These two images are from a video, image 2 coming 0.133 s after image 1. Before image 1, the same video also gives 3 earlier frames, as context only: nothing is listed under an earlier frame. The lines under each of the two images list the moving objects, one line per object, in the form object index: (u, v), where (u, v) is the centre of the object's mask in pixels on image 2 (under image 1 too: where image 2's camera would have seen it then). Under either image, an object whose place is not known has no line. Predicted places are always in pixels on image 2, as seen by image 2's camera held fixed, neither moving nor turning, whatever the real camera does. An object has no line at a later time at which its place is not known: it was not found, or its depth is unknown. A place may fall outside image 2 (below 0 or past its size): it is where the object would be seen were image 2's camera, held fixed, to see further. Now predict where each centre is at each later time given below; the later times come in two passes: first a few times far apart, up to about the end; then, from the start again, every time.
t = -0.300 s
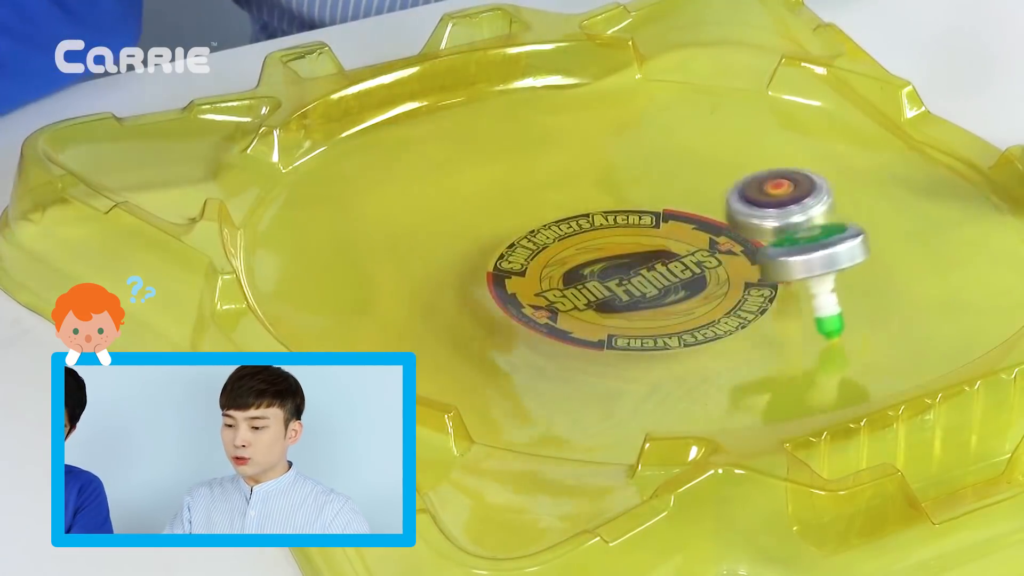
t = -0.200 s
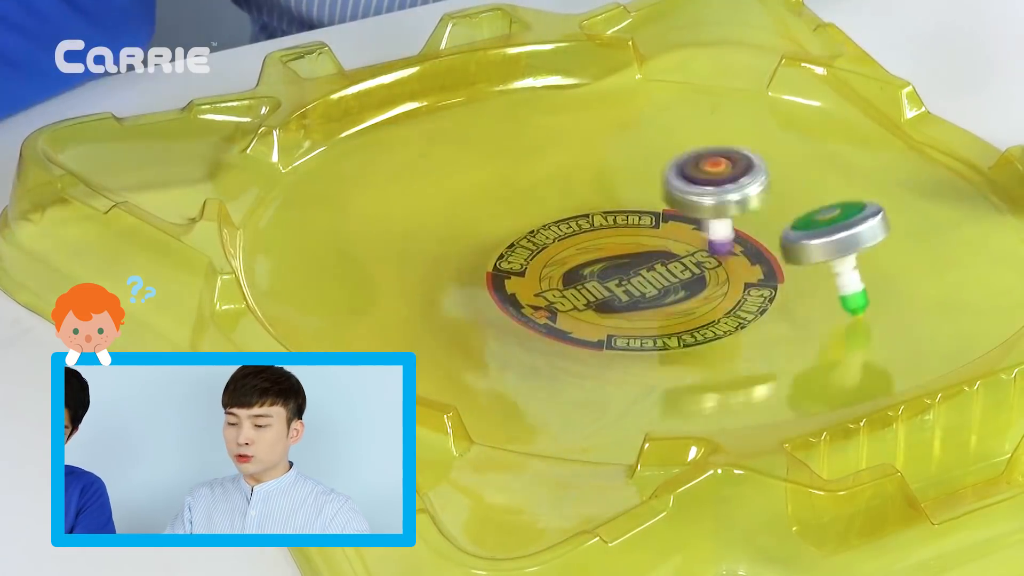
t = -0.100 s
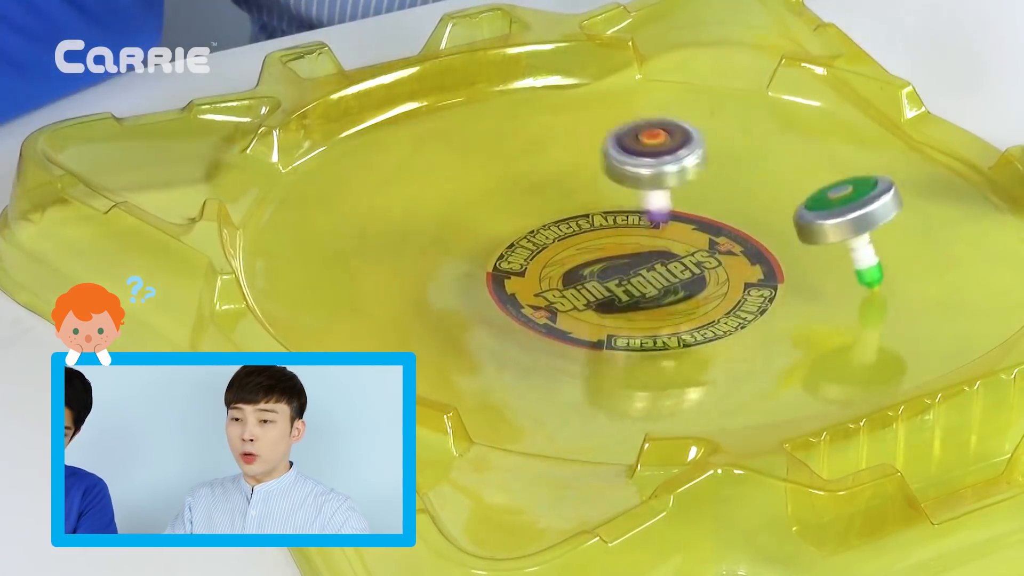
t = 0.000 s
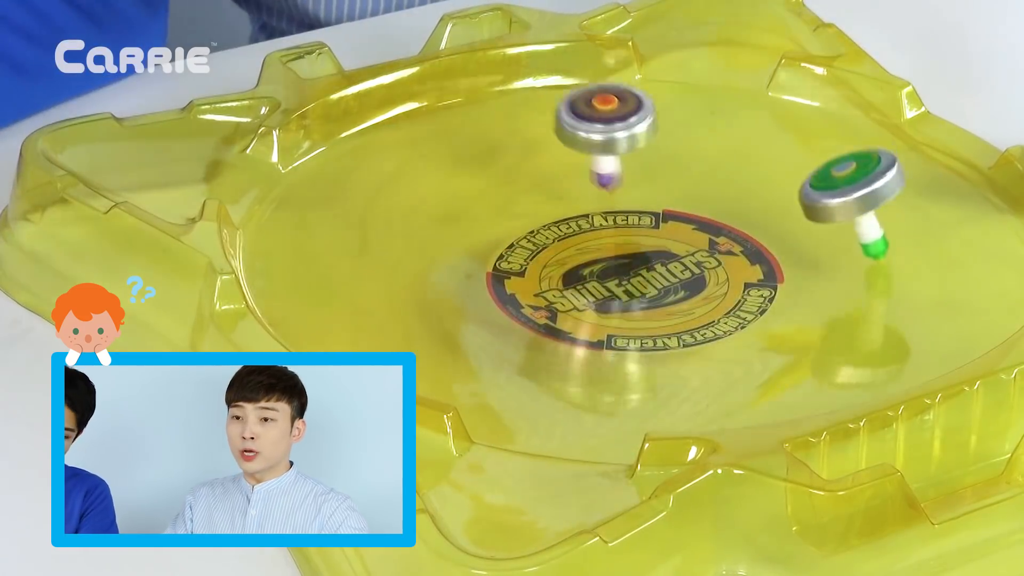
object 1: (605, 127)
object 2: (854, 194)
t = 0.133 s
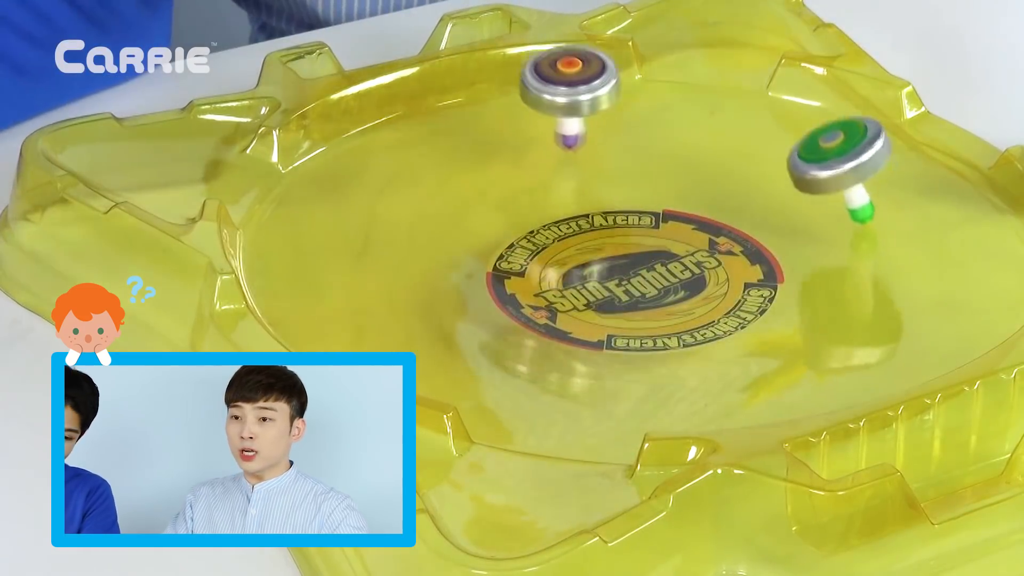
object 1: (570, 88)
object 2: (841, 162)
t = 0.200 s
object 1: (558, 78)
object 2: (827, 146)
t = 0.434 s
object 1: (532, 71)
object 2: (739, 100)
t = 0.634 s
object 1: (528, 98)
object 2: (643, 72)
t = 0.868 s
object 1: (558, 183)
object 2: (520, 64)
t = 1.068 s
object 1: (528, 267)
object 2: (432, 81)
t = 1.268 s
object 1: (463, 289)
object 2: (375, 117)
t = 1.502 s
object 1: (489, 289)
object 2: (363, 177)
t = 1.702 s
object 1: (575, 269)
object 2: (416, 233)
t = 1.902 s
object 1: (747, 259)
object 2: (533, 281)
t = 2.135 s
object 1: (821, 263)
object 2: (706, 297)
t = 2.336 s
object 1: (875, 214)
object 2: (737, 298)
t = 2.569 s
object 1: (854, 161)
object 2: (793, 261)
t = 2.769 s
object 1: (773, 118)
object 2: (814, 218)
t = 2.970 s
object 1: (686, 77)
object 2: (792, 176)
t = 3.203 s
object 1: (588, 57)
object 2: (712, 138)
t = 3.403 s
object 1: (503, 71)
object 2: (621, 115)
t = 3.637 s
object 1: (375, 117)
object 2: (566, 118)
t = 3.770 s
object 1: (286, 135)
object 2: (547, 135)
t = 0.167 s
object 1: (563, 83)
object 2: (835, 154)
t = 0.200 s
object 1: (558, 78)
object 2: (827, 146)
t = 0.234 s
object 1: (553, 74)
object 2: (818, 139)
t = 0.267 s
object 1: (548, 71)
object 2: (807, 132)
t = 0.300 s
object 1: (544, 70)
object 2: (796, 125)
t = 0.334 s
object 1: (541, 69)
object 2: (783, 118)
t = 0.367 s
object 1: (538, 68)
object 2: (770, 112)
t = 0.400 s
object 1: (534, 69)
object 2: (755, 106)
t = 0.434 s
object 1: (532, 71)
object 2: (739, 100)
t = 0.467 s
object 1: (530, 73)
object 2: (724, 94)
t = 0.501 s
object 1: (528, 76)
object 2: (708, 89)
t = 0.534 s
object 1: (527, 80)
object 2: (691, 84)
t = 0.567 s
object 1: (527, 85)
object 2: (674, 79)
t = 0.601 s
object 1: (527, 91)
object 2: (659, 75)
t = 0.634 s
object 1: (528, 98)
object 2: (643, 72)
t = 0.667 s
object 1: (529, 106)
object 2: (626, 69)
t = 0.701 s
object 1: (531, 117)
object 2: (609, 66)
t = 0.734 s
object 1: (536, 127)
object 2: (592, 63)
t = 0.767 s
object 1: (541, 140)
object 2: (572, 61)
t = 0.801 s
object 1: (550, 153)
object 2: (554, 62)
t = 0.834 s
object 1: (556, 168)
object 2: (537, 63)
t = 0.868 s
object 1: (558, 183)
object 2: (520, 64)
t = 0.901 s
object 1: (558, 198)
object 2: (504, 65)
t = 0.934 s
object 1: (556, 213)
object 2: (487, 68)
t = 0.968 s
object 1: (553, 227)
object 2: (472, 70)
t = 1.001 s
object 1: (548, 243)
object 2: (458, 73)
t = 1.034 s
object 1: (539, 256)
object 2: (445, 77)
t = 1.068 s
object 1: (528, 267)
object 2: (432, 81)
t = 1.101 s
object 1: (514, 274)
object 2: (421, 86)
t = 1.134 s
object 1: (500, 279)
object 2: (410, 91)
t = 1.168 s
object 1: (487, 283)
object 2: (400, 97)
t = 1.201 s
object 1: (476, 286)
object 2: (391, 103)
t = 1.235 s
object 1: (468, 288)
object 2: (382, 109)
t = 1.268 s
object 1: (463, 289)
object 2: (375, 117)
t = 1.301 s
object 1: (460, 290)
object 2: (368, 124)
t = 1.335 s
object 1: (460, 291)
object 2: (364, 132)
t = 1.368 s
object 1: (462, 292)
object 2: (360, 140)
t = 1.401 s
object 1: (466, 291)
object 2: (358, 149)
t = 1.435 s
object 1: (472, 291)
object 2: (359, 158)
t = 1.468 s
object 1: (480, 290)
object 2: (360, 168)
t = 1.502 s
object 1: (489, 289)
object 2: (363, 177)
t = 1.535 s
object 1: (499, 287)
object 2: (368, 186)
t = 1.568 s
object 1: (509, 286)
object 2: (373, 196)
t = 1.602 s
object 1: (522, 283)
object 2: (381, 205)
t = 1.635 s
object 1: (536, 278)
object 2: (391, 215)
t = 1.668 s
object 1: (554, 273)
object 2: (402, 223)
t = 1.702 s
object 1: (575, 269)
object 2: (416, 233)
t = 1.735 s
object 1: (601, 267)
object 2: (431, 242)
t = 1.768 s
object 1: (626, 266)
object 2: (447, 251)
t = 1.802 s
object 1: (657, 265)
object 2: (467, 260)
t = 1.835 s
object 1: (687, 261)
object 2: (487, 268)
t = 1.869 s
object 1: (719, 259)
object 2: (509, 275)
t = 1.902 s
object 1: (747, 259)
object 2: (533, 281)
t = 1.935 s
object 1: (770, 260)
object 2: (559, 287)
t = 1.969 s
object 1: (788, 262)
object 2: (583, 292)
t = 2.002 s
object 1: (802, 262)
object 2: (611, 295)
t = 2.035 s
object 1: (812, 263)
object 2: (636, 297)
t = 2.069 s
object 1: (819, 263)
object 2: (659, 298)
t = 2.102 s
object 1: (822, 263)
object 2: (682, 298)
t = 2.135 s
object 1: (821, 263)
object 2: (706, 297)
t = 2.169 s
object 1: (826, 259)
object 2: (717, 298)
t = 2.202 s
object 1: (842, 249)
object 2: (715, 301)
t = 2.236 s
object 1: (855, 240)
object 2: (717, 302)
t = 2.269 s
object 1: (864, 232)
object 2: (721, 302)
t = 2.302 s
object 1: (870, 223)
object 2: (729, 301)
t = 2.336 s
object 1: (875, 214)
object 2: (737, 298)
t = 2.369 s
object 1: (879, 205)
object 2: (747, 294)
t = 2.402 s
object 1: (880, 198)
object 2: (756, 289)
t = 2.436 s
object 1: (878, 189)
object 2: (764, 285)
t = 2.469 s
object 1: (876, 182)
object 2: (773, 279)
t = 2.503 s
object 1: (870, 174)
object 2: (781, 274)
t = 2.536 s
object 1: (862, 167)
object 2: (787, 268)
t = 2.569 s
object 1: (854, 161)
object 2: (793, 261)
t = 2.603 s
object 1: (843, 154)
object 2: (799, 255)
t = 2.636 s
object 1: (830, 145)
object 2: (803, 247)
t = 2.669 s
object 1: (817, 138)
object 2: (807, 240)
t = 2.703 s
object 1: (804, 131)
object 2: (810, 233)
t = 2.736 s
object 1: (789, 124)
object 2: (813, 225)
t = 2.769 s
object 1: (773, 118)
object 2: (814, 218)
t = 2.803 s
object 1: (757, 112)
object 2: (814, 211)
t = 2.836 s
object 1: (742, 104)
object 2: (813, 204)
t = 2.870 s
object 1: (727, 96)
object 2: (810, 196)
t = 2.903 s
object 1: (714, 90)
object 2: (805, 189)
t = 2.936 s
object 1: (701, 83)
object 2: (799, 182)
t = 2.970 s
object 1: (686, 77)
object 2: (792, 176)
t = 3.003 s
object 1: (674, 71)
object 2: (784, 170)
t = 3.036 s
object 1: (660, 67)
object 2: (774, 164)
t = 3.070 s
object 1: (646, 63)
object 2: (763, 158)
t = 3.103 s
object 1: (632, 59)
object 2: (752, 152)
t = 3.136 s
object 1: (618, 58)
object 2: (740, 148)
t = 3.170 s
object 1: (603, 57)
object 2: (727, 143)
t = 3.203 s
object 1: (588, 57)
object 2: (712, 138)
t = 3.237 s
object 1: (573, 57)
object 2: (697, 133)
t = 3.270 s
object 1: (558, 58)
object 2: (683, 129)
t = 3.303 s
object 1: (544, 60)
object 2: (668, 124)
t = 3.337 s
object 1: (529, 62)
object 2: (653, 121)
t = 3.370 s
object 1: (515, 66)
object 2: (637, 117)
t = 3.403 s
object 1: (503, 71)
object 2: (621, 115)
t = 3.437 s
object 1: (490, 77)
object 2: (605, 113)
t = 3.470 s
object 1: (478, 83)
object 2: (590, 112)
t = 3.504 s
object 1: (467, 91)
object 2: (575, 112)
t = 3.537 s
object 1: (456, 98)
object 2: (560, 112)
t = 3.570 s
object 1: (434, 106)
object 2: (560, 114)
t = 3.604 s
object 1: (402, 112)
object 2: (565, 116)
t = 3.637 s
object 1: (375, 117)
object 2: (566, 118)
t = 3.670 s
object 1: (349, 123)
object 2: (564, 121)
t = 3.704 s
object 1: (326, 127)
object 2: (559, 125)
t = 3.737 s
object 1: (305, 131)
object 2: (553, 130)
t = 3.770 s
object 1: (286, 135)
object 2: (547, 135)
